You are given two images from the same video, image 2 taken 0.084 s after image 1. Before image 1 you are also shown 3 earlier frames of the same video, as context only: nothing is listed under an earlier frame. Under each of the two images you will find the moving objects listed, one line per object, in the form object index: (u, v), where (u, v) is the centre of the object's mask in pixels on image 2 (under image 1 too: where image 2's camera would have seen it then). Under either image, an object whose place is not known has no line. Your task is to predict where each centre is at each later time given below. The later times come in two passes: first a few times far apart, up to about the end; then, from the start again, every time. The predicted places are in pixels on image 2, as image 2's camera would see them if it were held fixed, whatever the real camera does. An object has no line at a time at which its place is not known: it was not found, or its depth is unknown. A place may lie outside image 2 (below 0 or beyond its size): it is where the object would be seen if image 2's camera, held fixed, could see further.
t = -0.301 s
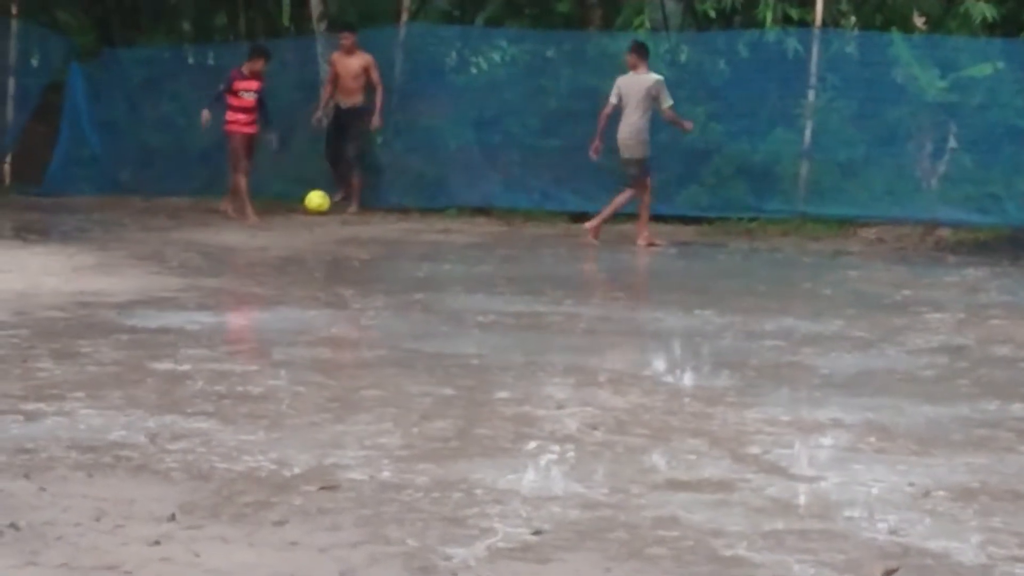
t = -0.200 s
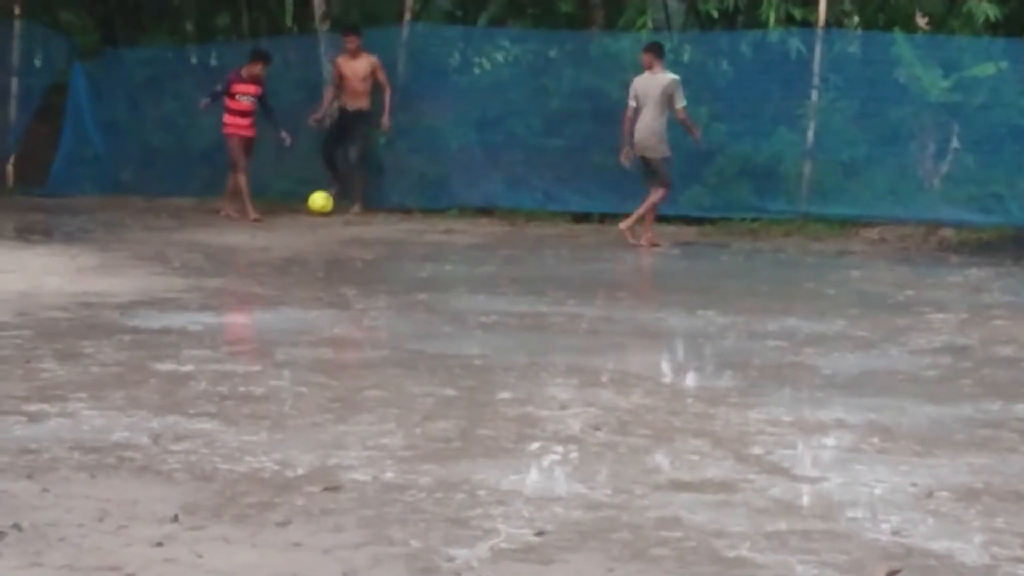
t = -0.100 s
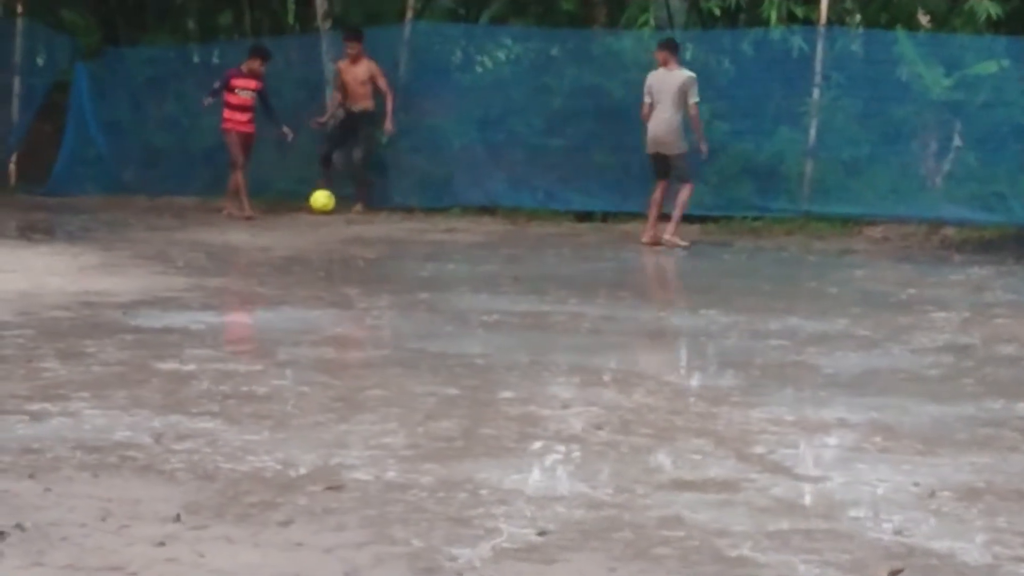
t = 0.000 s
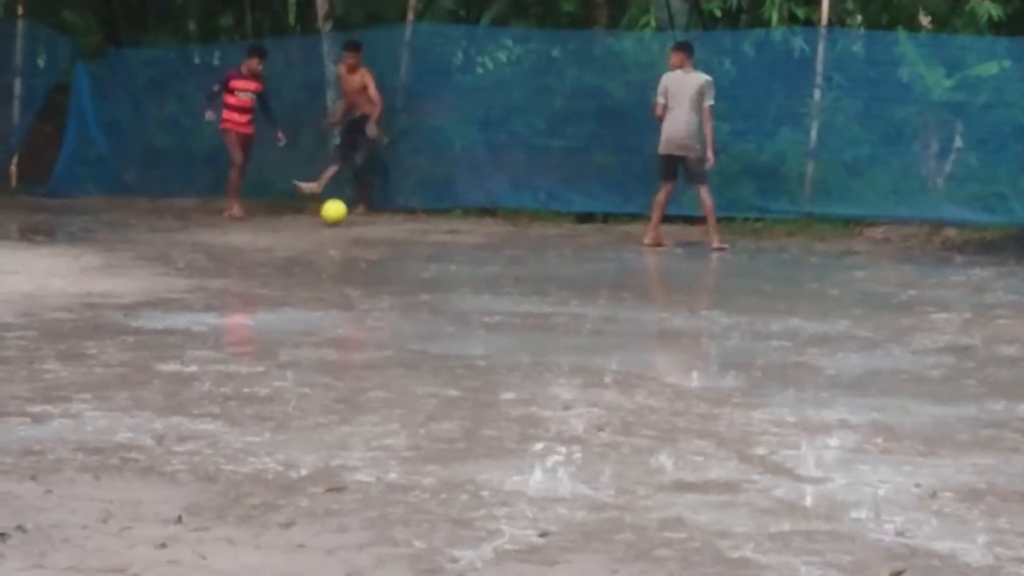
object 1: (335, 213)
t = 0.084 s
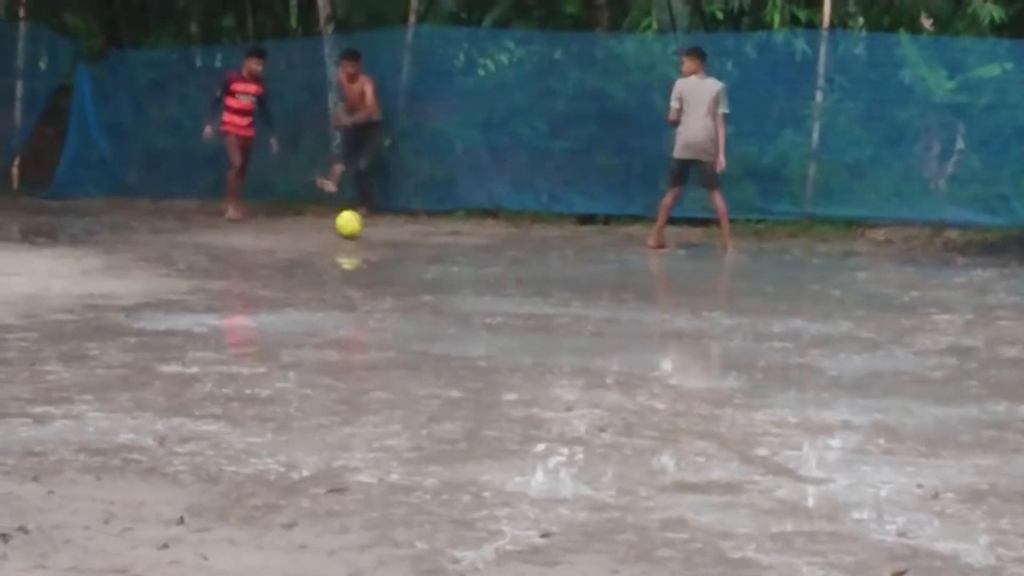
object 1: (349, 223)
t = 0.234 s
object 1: (376, 238)
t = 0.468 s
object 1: (434, 274)
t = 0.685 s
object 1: (483, 295)
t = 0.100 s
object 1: (352, 225)
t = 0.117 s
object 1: (354, 227)
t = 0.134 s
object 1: (358, 229)
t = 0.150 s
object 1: (361, 232)
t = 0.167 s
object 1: (364, 235)
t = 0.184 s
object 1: (367, 237)
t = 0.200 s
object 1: (370, 237)
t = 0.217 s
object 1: (373, 238)
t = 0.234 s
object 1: (376, 238)
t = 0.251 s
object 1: (380, 238)
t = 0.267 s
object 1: (384, 241)
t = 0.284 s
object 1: (388, 243)
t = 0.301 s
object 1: (391, 245)
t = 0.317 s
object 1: (396, 249)
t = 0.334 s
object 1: (400, 253)
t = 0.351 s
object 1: (404, 257)
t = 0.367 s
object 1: (408, 262)
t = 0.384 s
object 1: (412, 266)
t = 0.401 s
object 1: (416, 267)
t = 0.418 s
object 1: (421, 269)
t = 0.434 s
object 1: (425, 271)
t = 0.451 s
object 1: (431, 272)
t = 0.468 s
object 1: (434, 274)
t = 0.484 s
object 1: (436, 275)
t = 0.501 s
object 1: (440, 276)
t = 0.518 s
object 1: (443, 278)
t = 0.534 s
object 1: (447, 280)
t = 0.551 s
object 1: (450, 283)
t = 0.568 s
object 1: (455, 284)
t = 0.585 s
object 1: (459, 285)
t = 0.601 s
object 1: (463, 285)
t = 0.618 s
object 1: (467, 287)
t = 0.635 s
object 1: (473, 290)
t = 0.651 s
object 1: (476, 292)
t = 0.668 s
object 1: (480, 294)
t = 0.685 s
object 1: (483, 295)
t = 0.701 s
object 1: (488, 296)
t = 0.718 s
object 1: (491, 296)
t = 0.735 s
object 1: (496, 297)
